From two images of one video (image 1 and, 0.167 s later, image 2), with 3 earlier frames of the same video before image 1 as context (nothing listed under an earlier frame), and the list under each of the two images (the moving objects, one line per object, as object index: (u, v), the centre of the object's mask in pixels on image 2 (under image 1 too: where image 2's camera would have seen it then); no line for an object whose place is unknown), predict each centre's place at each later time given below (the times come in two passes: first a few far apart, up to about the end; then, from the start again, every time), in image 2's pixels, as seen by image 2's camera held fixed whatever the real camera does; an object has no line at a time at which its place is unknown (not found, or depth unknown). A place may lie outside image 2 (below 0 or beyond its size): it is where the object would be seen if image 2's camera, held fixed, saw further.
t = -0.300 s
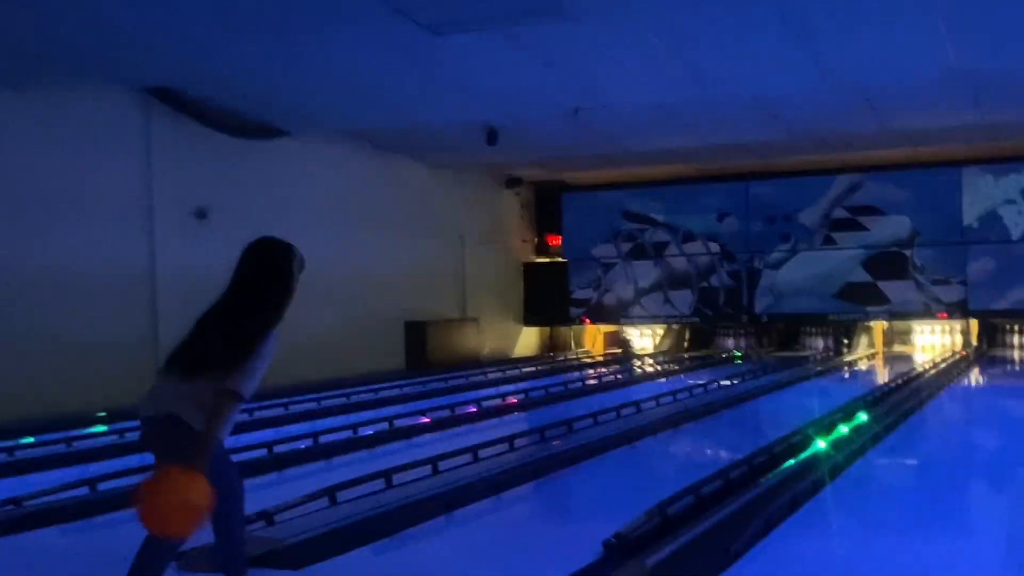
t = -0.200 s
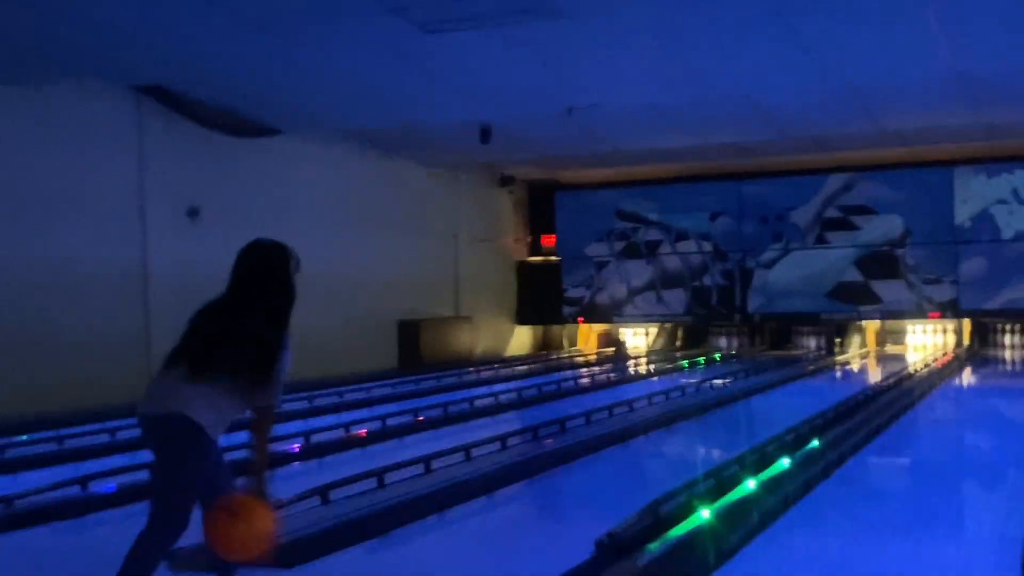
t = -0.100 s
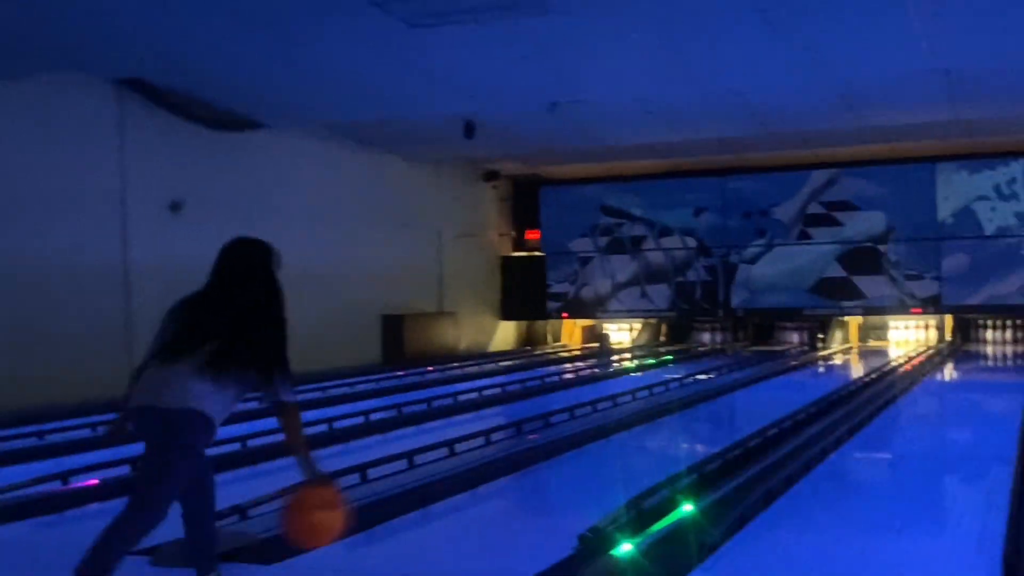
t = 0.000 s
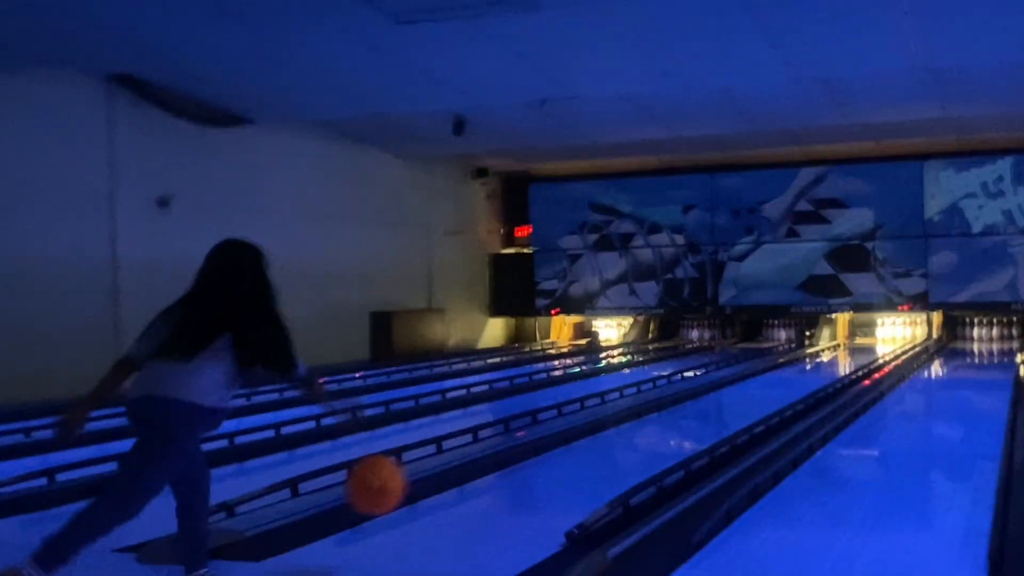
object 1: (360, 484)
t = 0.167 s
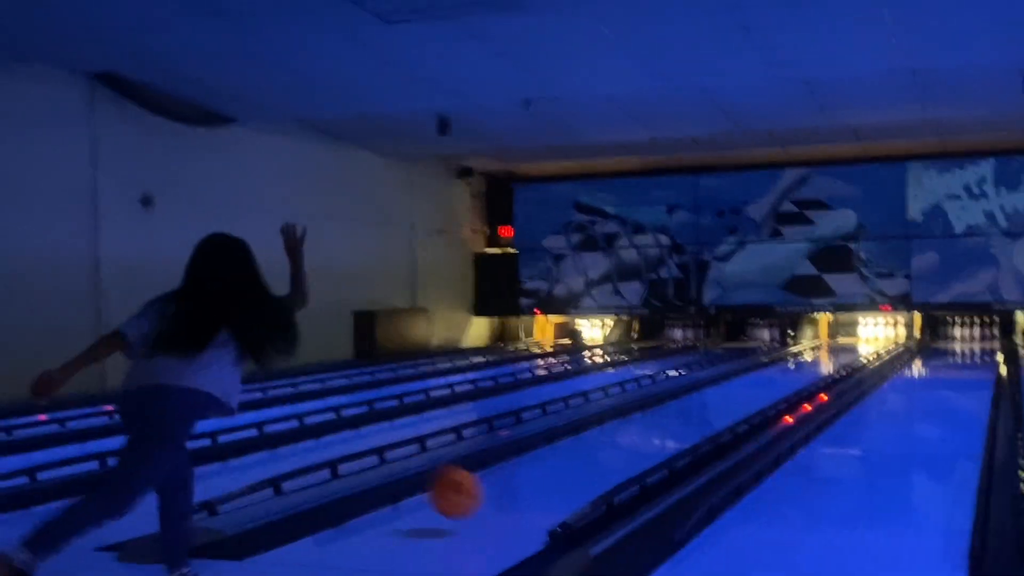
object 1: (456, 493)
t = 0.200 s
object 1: (471, 501)
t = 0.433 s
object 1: (559, 468)
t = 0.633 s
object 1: (612, 447)
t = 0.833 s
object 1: (655, 429)
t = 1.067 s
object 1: (694, 414)
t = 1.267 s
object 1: (721, 404)
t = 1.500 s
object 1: (746, 395)
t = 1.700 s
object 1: (763, 388)
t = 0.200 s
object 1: (471, 501)
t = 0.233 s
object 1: (486, 496)
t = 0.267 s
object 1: (499, 487)
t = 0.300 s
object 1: (513, 484)
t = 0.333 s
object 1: (525, 481)
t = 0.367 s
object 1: (537, 477)
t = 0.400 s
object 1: (548, 473)
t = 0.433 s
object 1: (559, 468)
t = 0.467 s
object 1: (569, 465)
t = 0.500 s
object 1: (578, 461)
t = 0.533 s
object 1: (588, 456)
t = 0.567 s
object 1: (597, 453)
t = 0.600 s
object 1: (605, 450)
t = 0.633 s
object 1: (612, 447)
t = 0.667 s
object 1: (621, 443)
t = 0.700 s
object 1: (628, 440)
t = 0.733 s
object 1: (636, 438)
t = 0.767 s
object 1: (642, 434)
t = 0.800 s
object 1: (648, 432)
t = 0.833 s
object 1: (655, 429)
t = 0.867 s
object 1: (661, 427)
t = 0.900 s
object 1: (668, 425)
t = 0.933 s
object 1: (674, 422)
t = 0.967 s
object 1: (678, 420)
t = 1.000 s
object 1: (684, 417)
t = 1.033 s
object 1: (689, 416)
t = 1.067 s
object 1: (694, 414)
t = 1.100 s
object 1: (698, 412)
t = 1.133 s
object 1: (703, 410)
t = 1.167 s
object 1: (708, 408)
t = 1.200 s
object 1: (713, 407)
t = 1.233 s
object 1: (717, 405)
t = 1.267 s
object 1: (721, 404)
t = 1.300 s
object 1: (724, 402)
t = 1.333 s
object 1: (728, 401)
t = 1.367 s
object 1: (733, 400)
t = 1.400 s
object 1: (736, 398)
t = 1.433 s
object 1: (739, 397)
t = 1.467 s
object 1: (743, 396)
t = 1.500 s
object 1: (746, 395)
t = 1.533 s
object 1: (749, 393)
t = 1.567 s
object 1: (752, 392)
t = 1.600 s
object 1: (755, 390)
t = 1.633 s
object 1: (758, 389)
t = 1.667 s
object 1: (761, 388)
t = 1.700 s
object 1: (763, 388)
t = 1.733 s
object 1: (766, 386)
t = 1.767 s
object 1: (769, 385)
